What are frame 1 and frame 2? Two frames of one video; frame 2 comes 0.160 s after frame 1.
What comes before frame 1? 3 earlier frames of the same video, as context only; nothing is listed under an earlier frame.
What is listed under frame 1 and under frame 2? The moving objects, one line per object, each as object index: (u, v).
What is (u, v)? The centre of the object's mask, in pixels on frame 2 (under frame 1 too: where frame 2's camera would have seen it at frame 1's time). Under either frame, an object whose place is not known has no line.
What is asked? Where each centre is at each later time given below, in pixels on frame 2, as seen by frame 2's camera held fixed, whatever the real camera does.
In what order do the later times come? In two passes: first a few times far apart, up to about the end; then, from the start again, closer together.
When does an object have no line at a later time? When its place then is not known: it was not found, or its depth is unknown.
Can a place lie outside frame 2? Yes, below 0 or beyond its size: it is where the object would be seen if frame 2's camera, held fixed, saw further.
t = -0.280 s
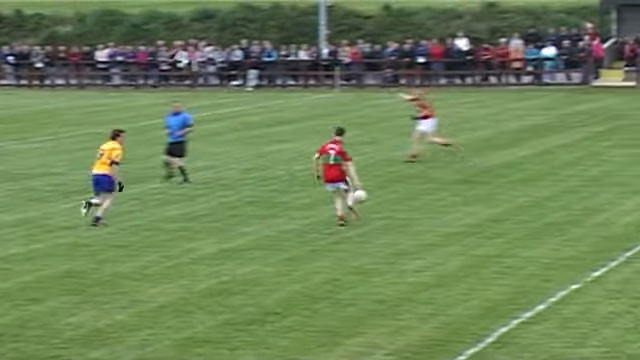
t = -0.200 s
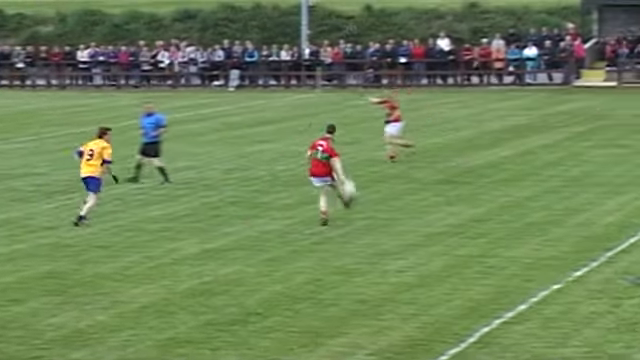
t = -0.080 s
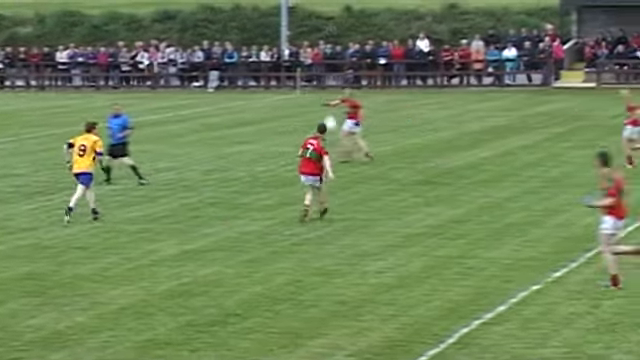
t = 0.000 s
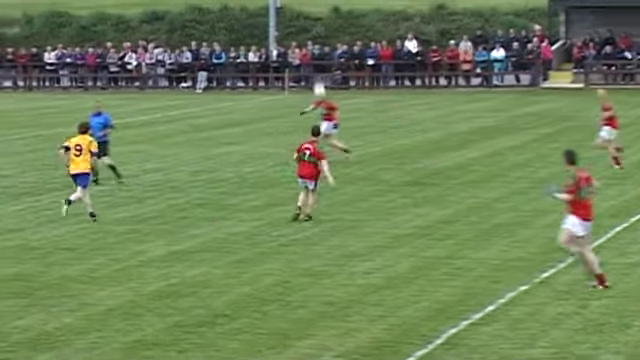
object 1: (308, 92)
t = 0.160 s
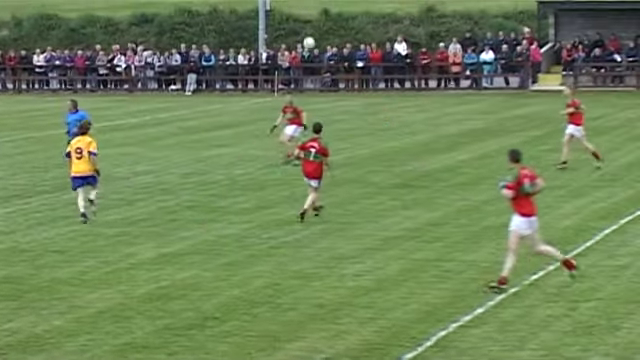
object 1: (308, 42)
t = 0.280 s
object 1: (308, 18)
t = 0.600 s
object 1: (303, 1)
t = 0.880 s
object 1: (299, 28)
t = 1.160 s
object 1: (293, 90)
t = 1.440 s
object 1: (287, 113)
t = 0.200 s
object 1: (308, 33)
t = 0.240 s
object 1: (309, 25)
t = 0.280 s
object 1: (308, 18)
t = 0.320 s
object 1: (307, 13)
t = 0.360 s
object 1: (306, 8)
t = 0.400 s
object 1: (306, 4)
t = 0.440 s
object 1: (306, 2)
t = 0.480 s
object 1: (305, 0)
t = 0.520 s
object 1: (305, -1)
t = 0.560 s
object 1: (303, 0)
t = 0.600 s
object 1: (303, 1)
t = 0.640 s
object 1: (302, 3)
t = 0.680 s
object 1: (302, 5)
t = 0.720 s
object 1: (301, 8)
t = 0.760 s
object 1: (300, 13)
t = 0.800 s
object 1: (300, 18)
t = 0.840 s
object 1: (300, 21)
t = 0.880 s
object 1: (299, 28)
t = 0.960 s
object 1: (298, 43)
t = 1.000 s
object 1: (296, 51)
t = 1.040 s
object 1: (295, 60)
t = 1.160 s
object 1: (293, 90)
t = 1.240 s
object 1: (291, 114)
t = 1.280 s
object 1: (291, 126)
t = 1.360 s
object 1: (289, 131)
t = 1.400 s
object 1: (289, 122)
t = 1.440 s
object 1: (287, 113)
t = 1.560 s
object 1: (287, 94)
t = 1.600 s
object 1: (287, 88)
